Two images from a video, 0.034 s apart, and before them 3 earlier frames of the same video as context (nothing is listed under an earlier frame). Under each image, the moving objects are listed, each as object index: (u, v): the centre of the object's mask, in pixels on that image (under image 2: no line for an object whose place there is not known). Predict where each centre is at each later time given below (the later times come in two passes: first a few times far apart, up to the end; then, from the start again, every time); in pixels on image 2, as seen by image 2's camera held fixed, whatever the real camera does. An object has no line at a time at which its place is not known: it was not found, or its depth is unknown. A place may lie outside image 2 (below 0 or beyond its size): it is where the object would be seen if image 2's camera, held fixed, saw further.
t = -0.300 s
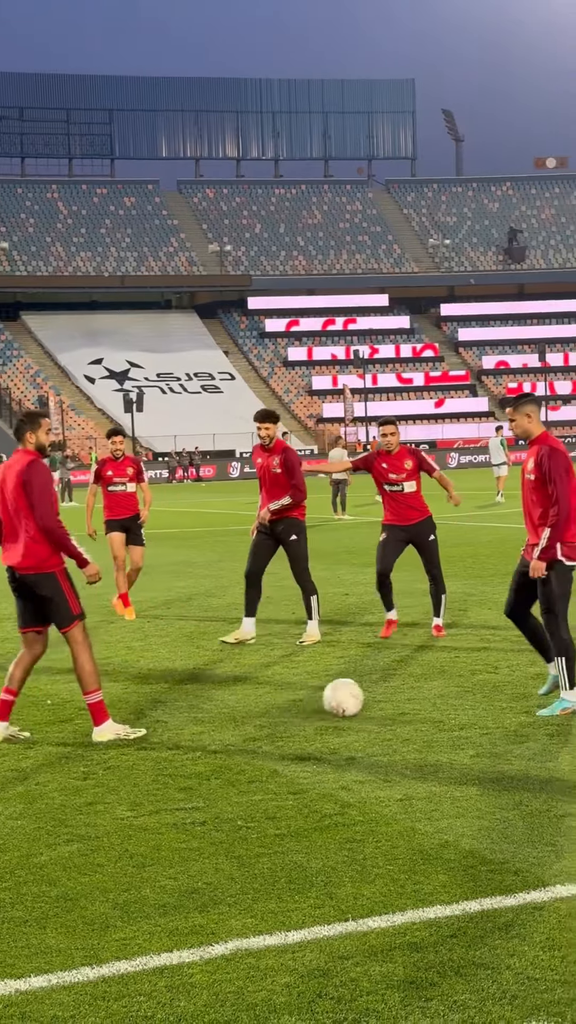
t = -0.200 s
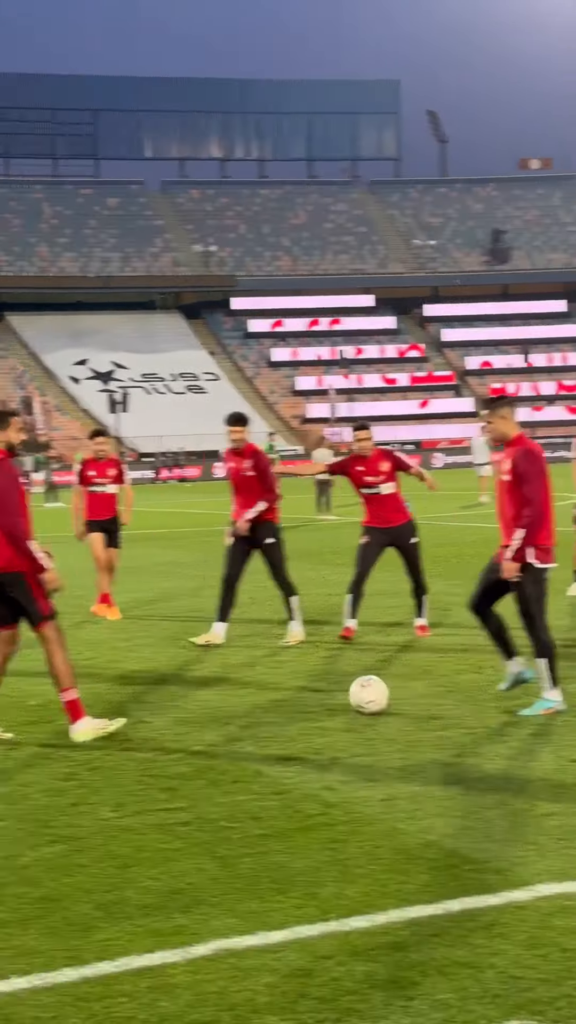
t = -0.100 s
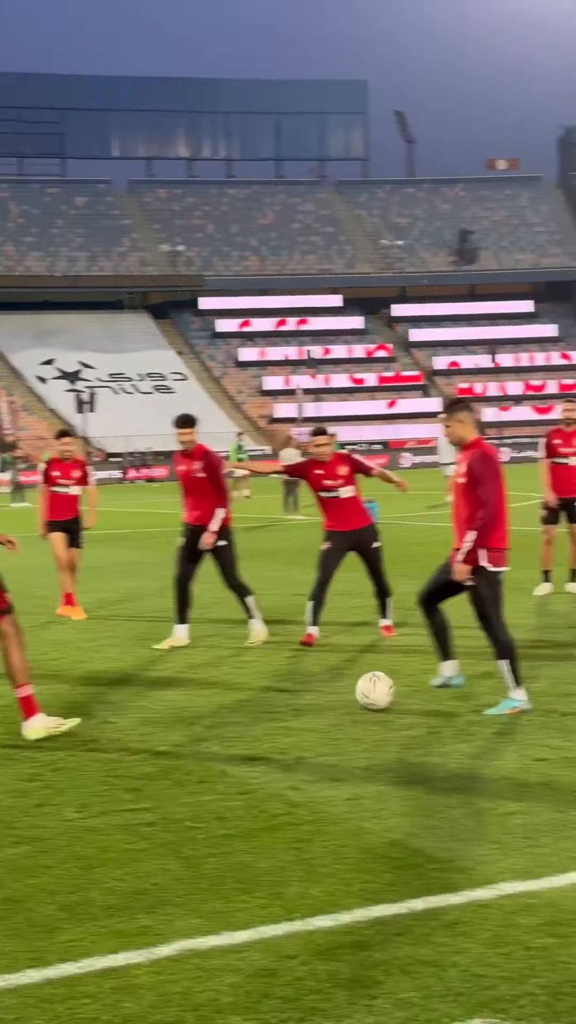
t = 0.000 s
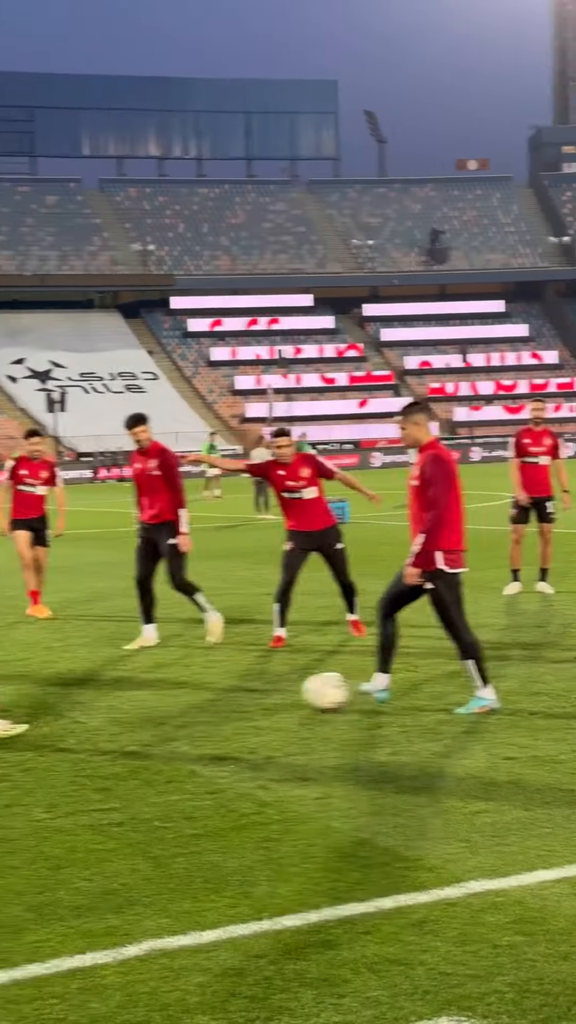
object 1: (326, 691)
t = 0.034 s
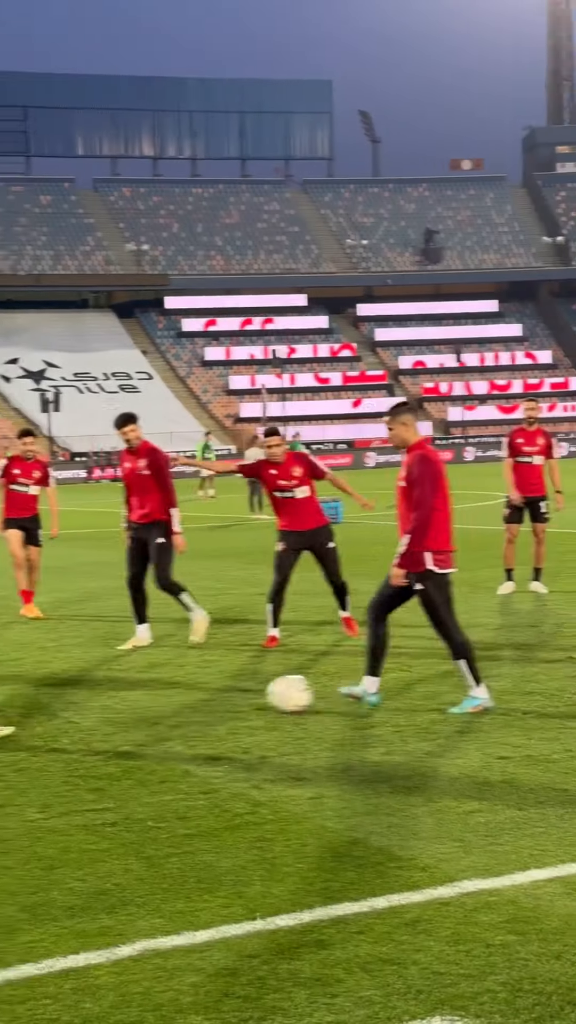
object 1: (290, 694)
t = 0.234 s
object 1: (136, 704)
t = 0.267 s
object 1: (116, 705)
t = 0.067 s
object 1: (262, 696)
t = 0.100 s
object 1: (235, 696)
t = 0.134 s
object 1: (209, 698)
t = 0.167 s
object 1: (183, 701)
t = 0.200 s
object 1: (159, 703)
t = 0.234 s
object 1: (136, 704)
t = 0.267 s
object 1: (116, 705)
